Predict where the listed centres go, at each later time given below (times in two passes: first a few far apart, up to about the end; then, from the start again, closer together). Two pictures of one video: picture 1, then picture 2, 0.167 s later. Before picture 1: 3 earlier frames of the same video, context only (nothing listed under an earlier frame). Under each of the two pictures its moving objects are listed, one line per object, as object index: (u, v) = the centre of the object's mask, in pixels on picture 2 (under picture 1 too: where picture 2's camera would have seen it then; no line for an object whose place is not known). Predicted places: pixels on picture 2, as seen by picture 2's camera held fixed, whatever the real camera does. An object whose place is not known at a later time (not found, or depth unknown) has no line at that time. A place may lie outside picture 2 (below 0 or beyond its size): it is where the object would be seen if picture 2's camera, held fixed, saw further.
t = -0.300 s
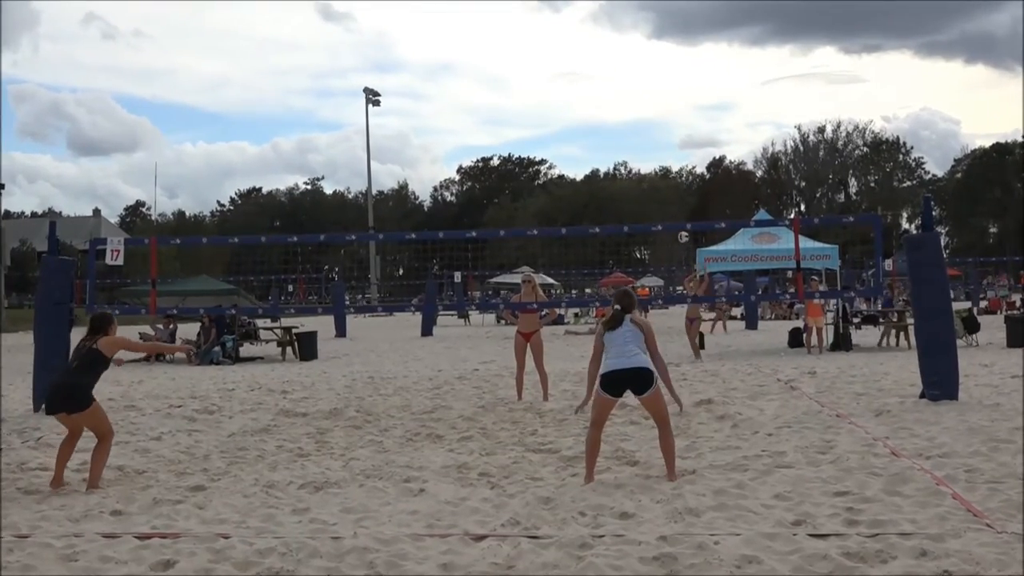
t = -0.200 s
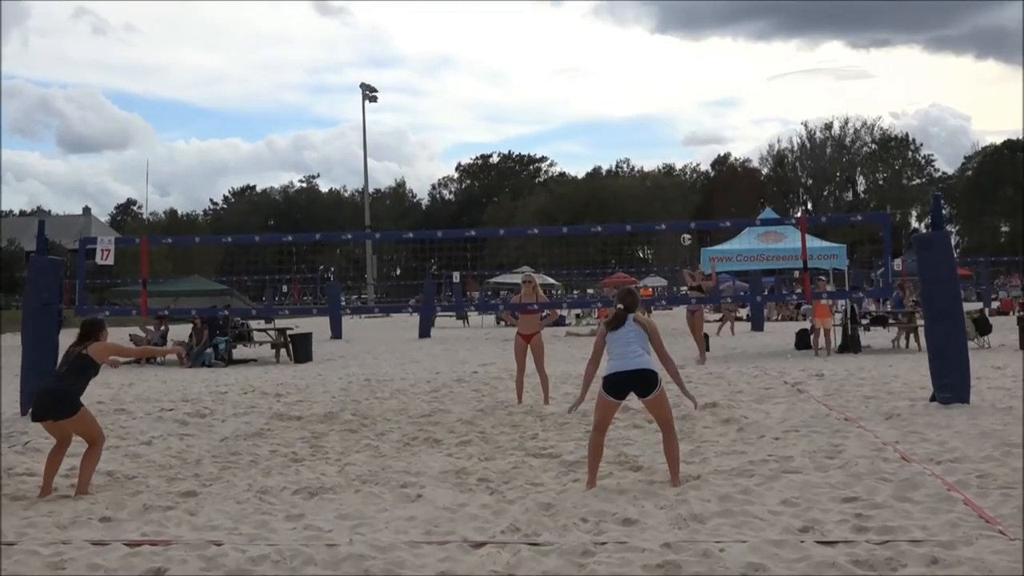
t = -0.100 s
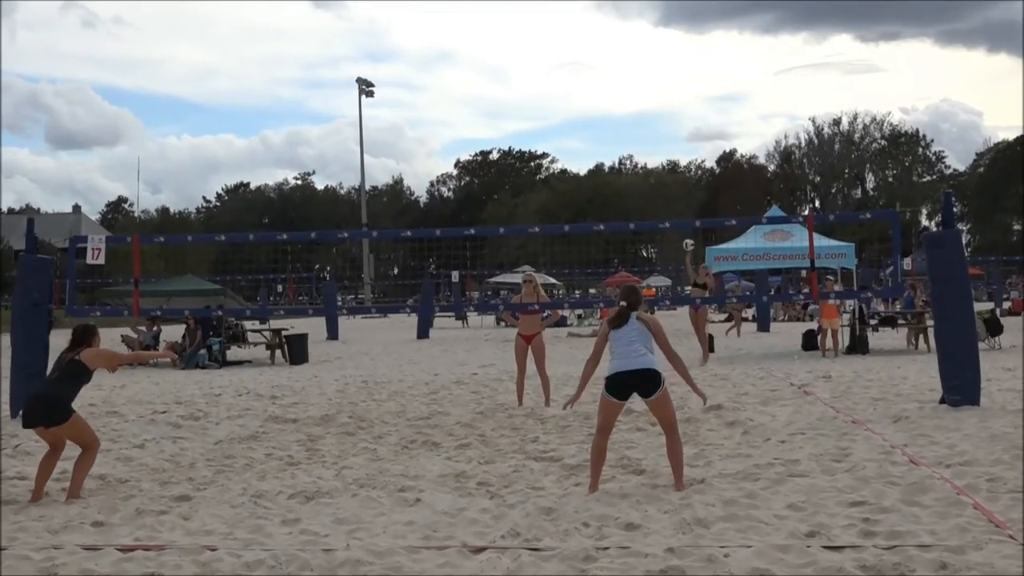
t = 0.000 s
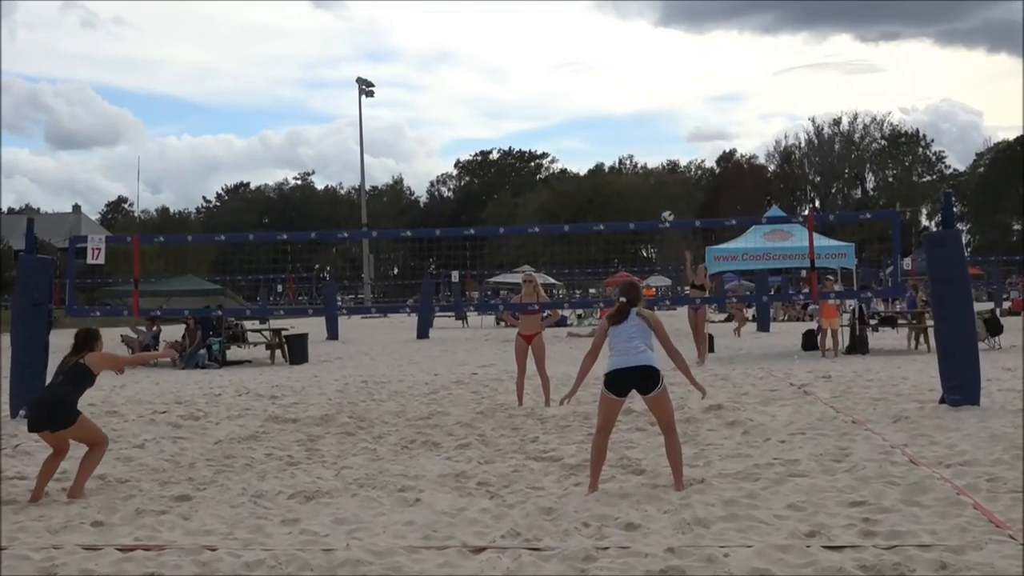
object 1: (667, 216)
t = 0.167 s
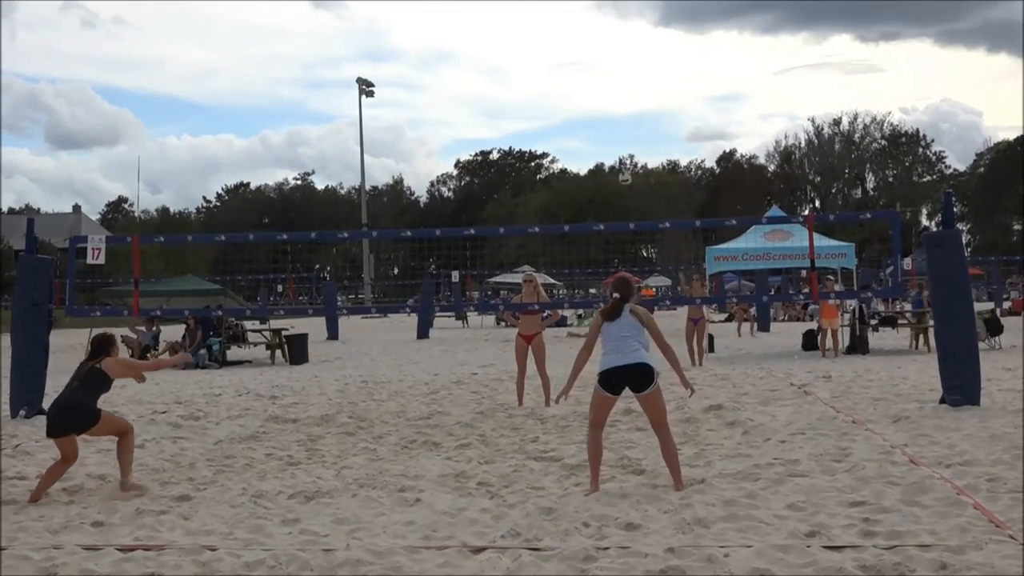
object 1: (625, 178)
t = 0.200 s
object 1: (615, 171)
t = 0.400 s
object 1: (552, 146)
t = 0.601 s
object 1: (477, 145)
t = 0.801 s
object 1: (382, 173)
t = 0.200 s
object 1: (615, 171)
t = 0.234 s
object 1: (606, 166)
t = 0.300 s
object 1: (586, 156)
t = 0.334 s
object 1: (575, 152)
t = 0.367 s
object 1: (564, 149)
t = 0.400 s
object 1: (552, 146)
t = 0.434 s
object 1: (541, 144)
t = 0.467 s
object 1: (529, 143)
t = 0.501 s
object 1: (517, 142)
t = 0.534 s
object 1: (504, 143)
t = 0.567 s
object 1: (491, 144)
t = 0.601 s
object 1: (477, 145)
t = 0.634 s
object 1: (463, 147)
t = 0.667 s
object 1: (448, 150)
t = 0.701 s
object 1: (433, 154)
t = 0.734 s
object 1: (416, 160)
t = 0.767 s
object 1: (399, 166)
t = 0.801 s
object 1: (382, 173)
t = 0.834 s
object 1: (362, 181)
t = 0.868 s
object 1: (343, 192)
